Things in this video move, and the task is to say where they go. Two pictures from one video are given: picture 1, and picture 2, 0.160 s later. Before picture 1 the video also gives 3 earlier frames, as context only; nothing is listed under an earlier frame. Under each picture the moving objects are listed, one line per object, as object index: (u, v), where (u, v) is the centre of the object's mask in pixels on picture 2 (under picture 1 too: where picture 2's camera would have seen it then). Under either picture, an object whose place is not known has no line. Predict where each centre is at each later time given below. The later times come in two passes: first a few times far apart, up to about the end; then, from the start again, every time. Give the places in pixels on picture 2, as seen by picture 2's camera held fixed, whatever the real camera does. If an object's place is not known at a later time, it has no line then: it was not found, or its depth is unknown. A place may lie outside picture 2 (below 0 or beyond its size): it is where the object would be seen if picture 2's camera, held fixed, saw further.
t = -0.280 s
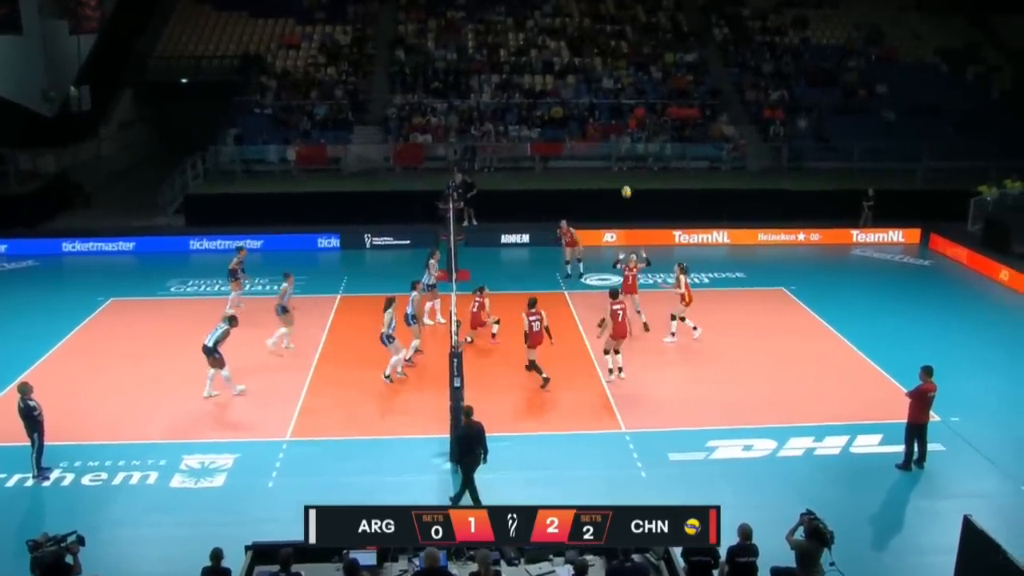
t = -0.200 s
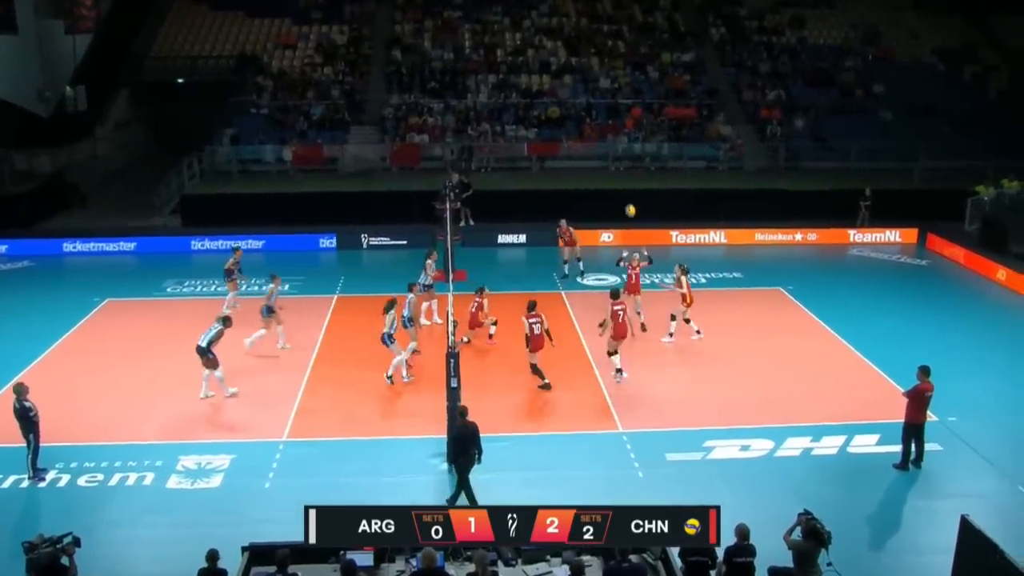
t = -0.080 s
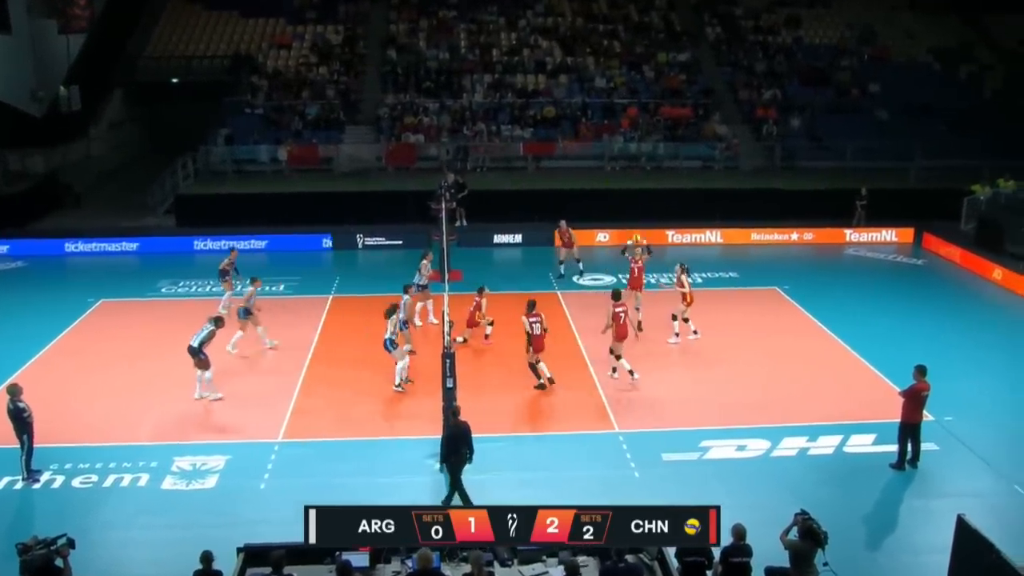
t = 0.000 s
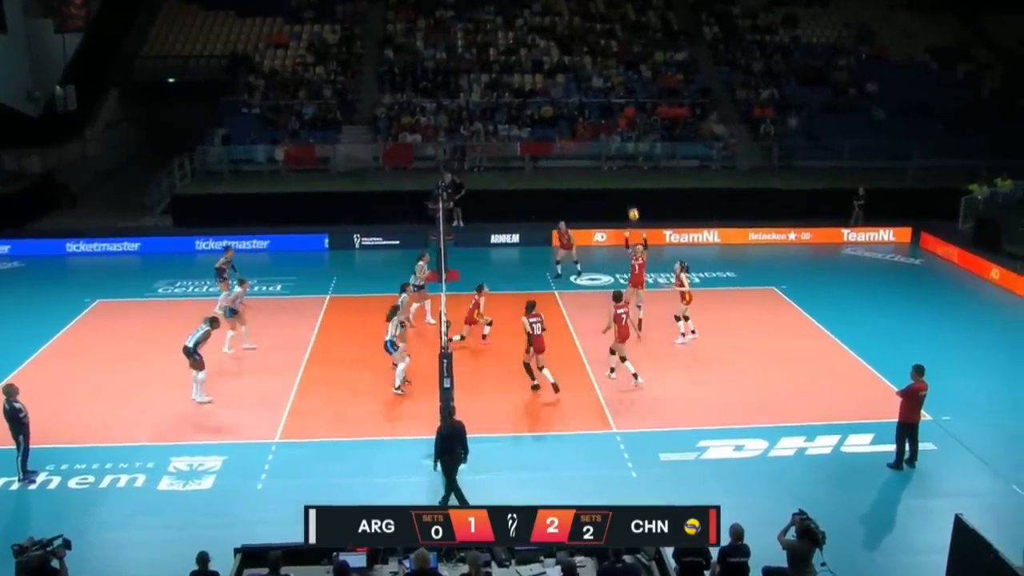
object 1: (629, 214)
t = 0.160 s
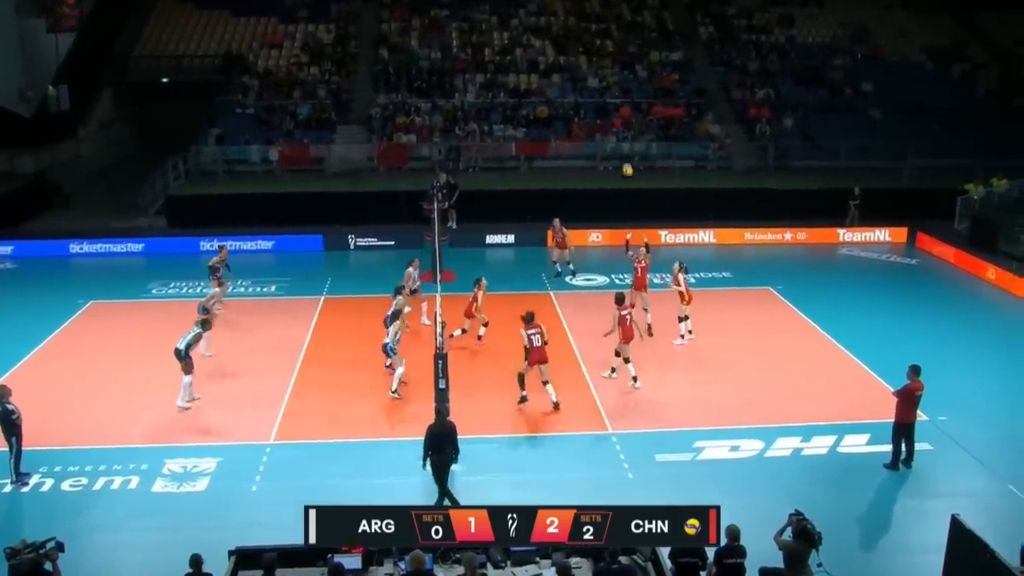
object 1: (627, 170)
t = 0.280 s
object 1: (625, 144)
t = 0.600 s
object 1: (619, 103)
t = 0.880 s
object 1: (612, 109)
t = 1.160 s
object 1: (605, 154)
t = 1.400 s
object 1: (599, 223)
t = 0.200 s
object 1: (627, 160)
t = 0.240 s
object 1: (625, 152)
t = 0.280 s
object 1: (625, 144)
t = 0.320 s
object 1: (624, 135)
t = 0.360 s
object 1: (623, 129)
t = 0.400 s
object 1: (623, 123)
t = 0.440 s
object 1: (622, 118)
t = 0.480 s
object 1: (621, 113)
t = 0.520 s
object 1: (620, 109)
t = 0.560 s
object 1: (620, 106)
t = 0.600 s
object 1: (619, 103)
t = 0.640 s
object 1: (618, 102)
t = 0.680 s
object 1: (617, 101)
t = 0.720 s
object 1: (617, 101)
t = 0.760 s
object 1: (615, 102)
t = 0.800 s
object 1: (614, 103)
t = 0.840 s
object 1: (613, 105)
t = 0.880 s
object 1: (612, 109)
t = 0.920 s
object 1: (611, 113)
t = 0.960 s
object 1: (611, 117)
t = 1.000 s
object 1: (609, 123)
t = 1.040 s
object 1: (608, 129)
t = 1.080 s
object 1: (608, 136)
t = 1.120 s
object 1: (606, 145)
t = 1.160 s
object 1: (605, 154)
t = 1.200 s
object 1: (604, 163)
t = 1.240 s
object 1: (603, 174)
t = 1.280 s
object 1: (602, 186)
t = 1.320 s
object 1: (601, 198)
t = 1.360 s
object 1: (600, 211)
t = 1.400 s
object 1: (599, 223)
